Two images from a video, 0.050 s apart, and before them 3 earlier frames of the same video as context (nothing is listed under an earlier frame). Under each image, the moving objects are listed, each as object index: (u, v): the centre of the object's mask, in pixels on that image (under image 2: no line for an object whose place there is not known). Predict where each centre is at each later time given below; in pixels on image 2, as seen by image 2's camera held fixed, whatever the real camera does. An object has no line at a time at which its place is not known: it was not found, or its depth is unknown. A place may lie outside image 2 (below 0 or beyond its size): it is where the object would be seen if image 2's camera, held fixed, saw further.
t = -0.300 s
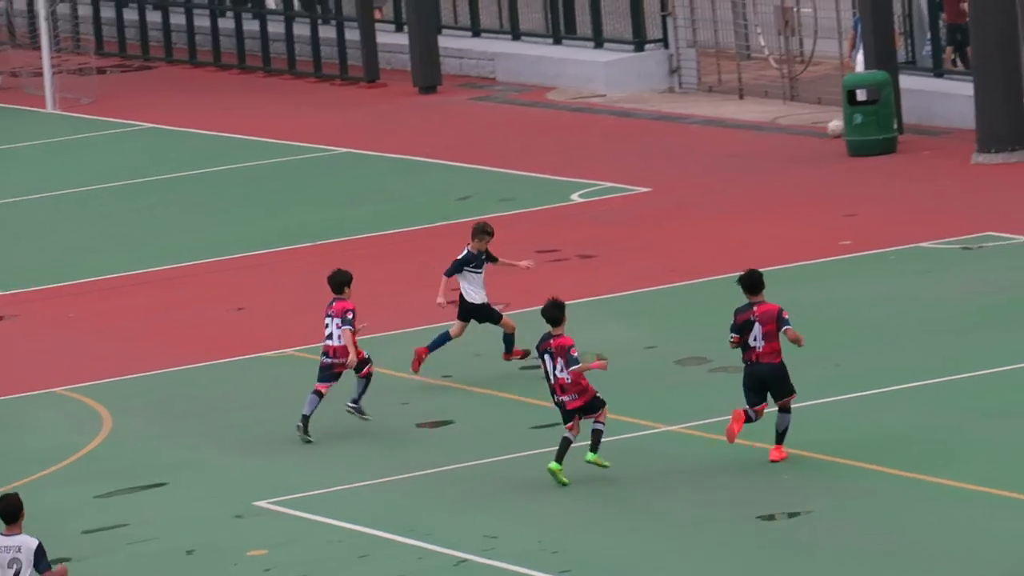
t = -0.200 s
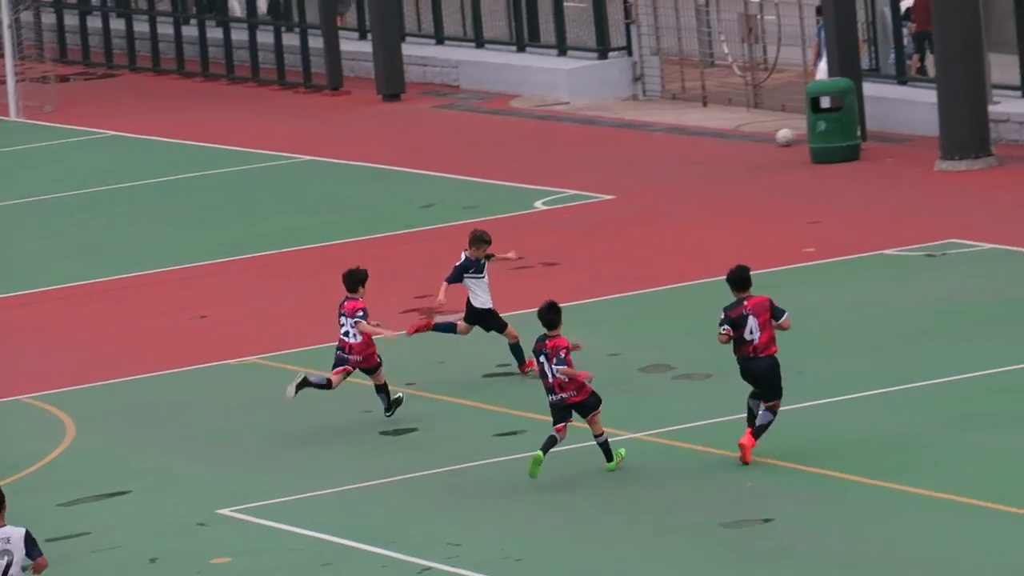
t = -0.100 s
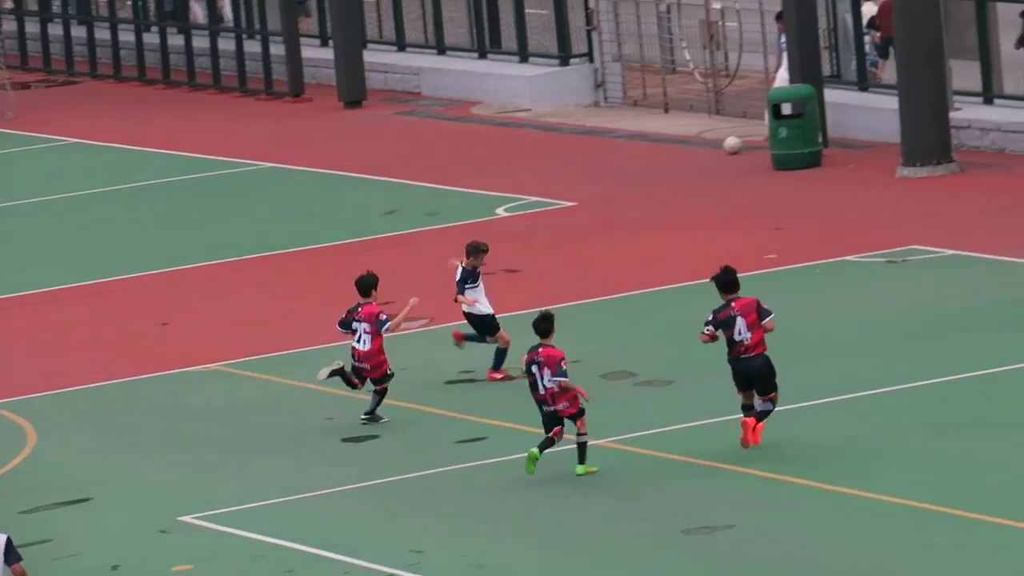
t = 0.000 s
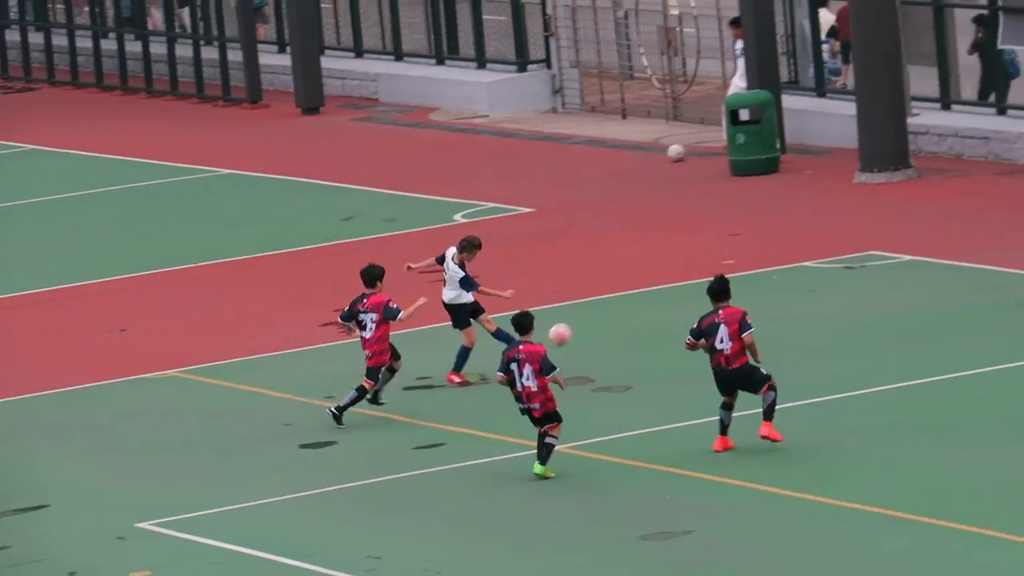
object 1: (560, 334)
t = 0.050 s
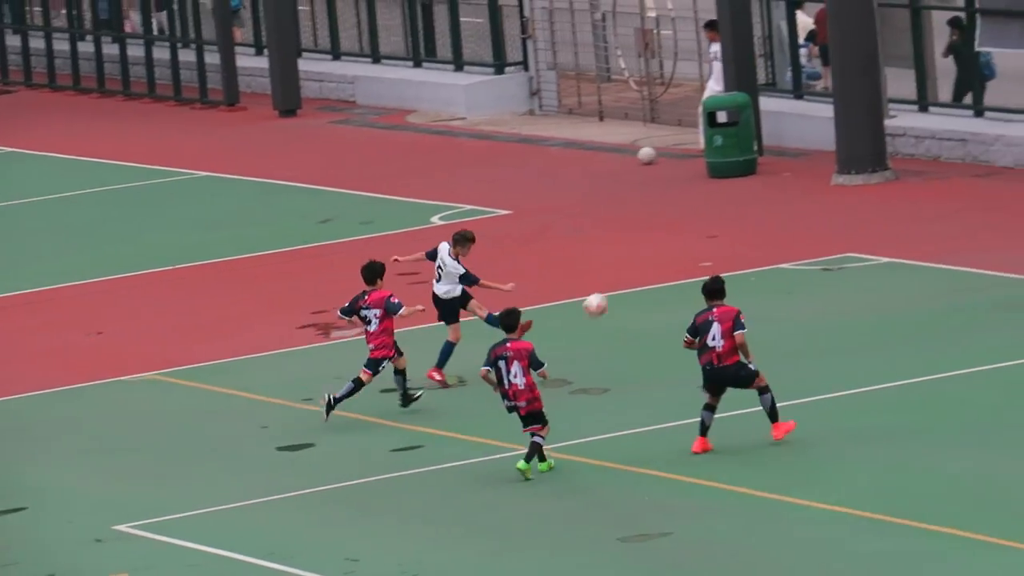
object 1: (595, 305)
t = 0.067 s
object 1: (614, 294)
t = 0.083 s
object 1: (635, 283)
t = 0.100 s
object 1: (654, 273)
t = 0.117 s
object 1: (674, 263)
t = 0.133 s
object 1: (693, 254)
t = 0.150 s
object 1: (713, 245)
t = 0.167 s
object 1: (733, 235)
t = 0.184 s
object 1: (753, 226)
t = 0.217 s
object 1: (793, 209)
